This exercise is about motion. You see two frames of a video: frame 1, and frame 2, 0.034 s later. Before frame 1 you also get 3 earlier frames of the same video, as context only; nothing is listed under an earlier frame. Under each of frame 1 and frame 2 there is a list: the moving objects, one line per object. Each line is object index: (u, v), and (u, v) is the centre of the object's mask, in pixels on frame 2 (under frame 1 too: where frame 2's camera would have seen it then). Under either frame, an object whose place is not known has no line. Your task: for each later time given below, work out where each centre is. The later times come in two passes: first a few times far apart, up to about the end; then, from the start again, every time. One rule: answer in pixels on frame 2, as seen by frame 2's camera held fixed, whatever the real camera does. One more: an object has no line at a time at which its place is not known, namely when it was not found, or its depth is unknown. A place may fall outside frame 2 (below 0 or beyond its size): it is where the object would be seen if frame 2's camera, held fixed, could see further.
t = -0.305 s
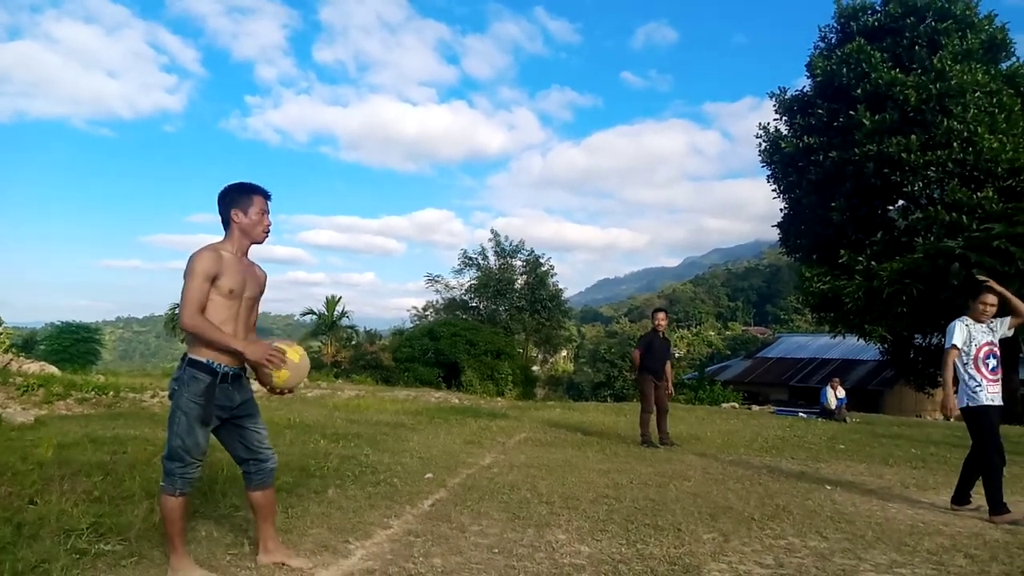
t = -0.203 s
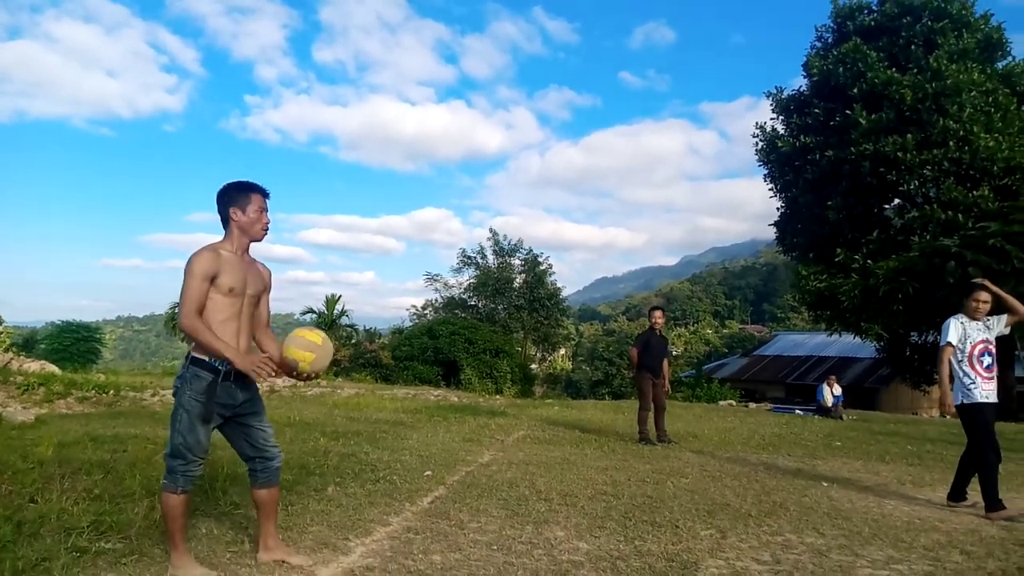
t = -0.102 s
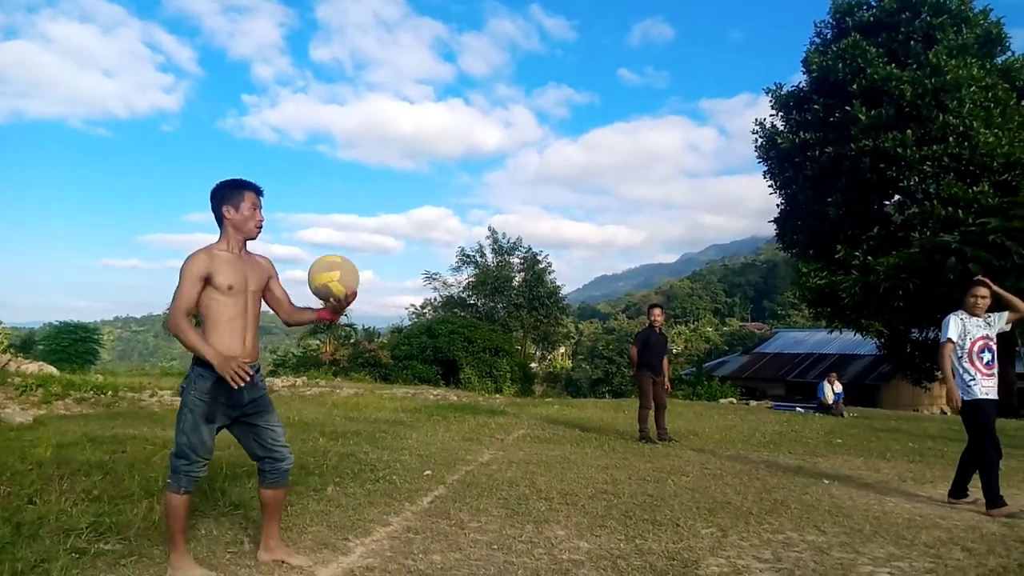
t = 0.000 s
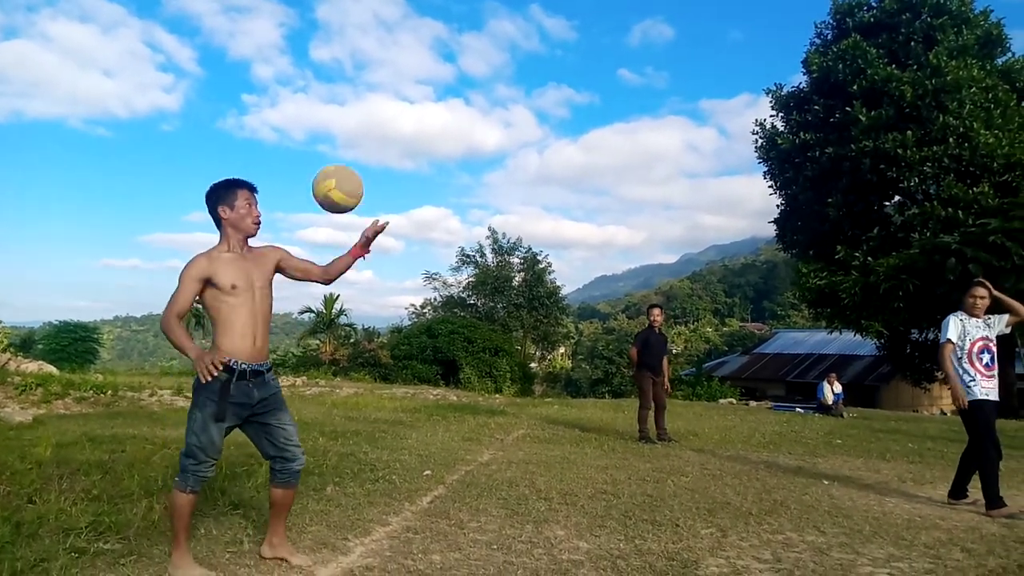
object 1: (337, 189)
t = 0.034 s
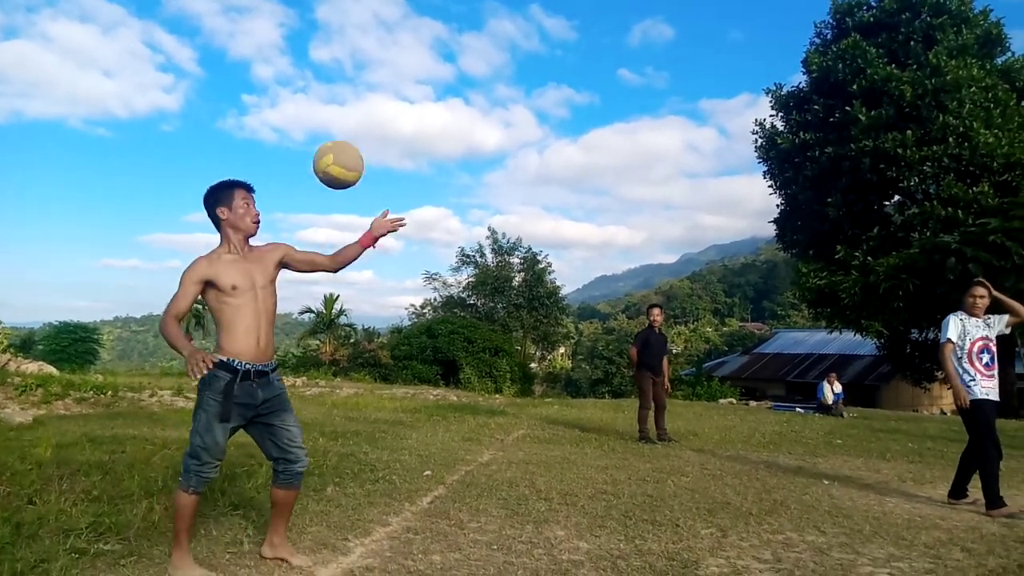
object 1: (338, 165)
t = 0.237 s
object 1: (340, 70)
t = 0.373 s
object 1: (340, 58)
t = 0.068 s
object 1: (339, 142)
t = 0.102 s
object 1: (339, 123)
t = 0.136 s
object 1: (340, 106)
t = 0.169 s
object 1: (340, 92)
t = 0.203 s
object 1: (340, 79)
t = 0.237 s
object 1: (340, 70)
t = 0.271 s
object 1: (340, 63)
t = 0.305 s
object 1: (340, 58)
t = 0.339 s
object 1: (340, 57)
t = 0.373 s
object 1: (340, 58)
